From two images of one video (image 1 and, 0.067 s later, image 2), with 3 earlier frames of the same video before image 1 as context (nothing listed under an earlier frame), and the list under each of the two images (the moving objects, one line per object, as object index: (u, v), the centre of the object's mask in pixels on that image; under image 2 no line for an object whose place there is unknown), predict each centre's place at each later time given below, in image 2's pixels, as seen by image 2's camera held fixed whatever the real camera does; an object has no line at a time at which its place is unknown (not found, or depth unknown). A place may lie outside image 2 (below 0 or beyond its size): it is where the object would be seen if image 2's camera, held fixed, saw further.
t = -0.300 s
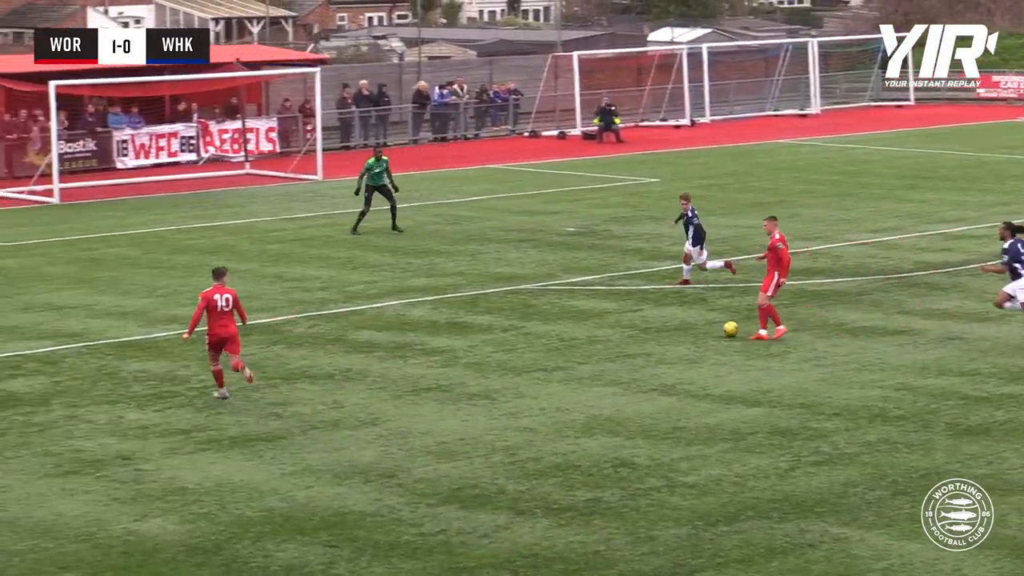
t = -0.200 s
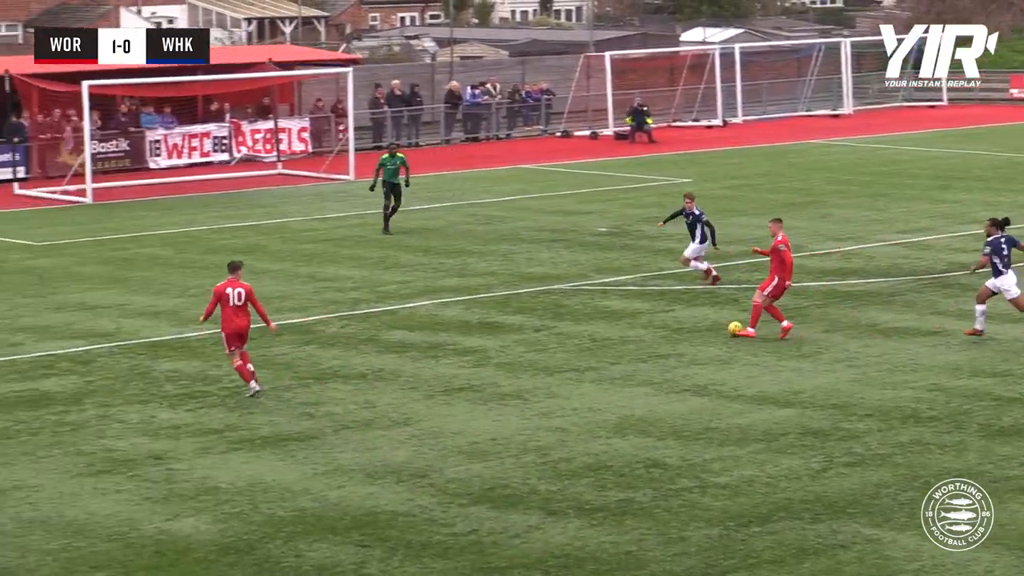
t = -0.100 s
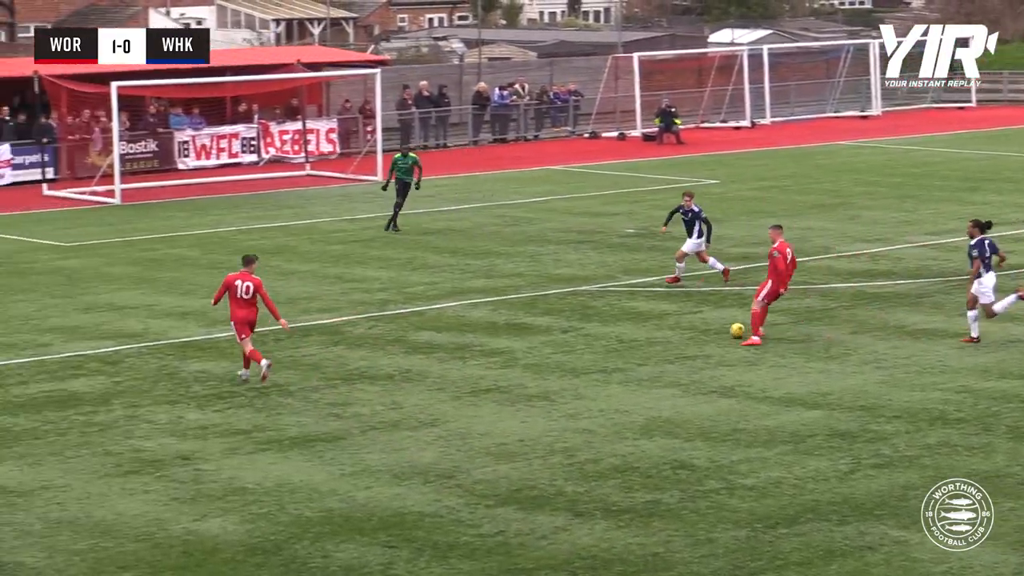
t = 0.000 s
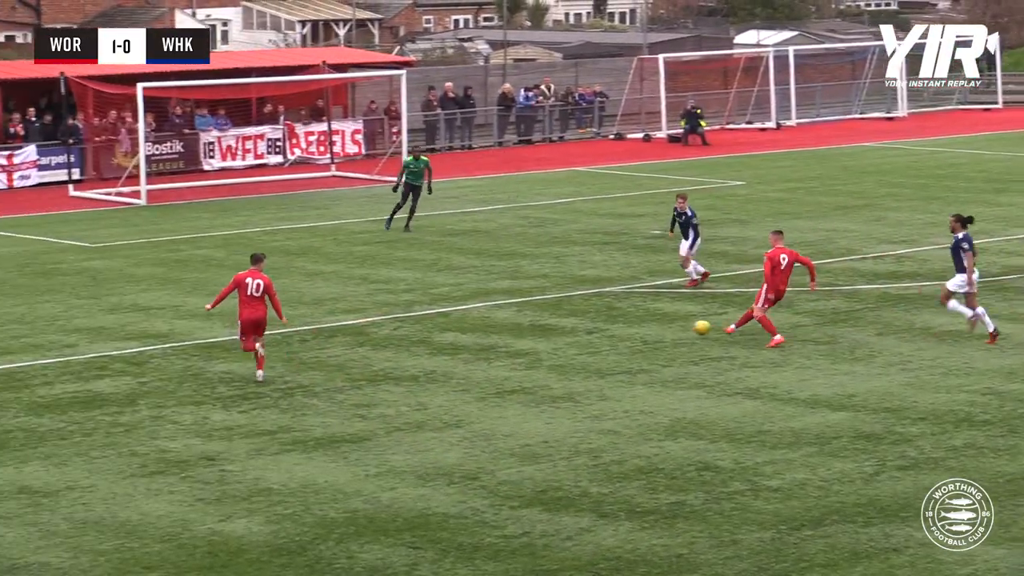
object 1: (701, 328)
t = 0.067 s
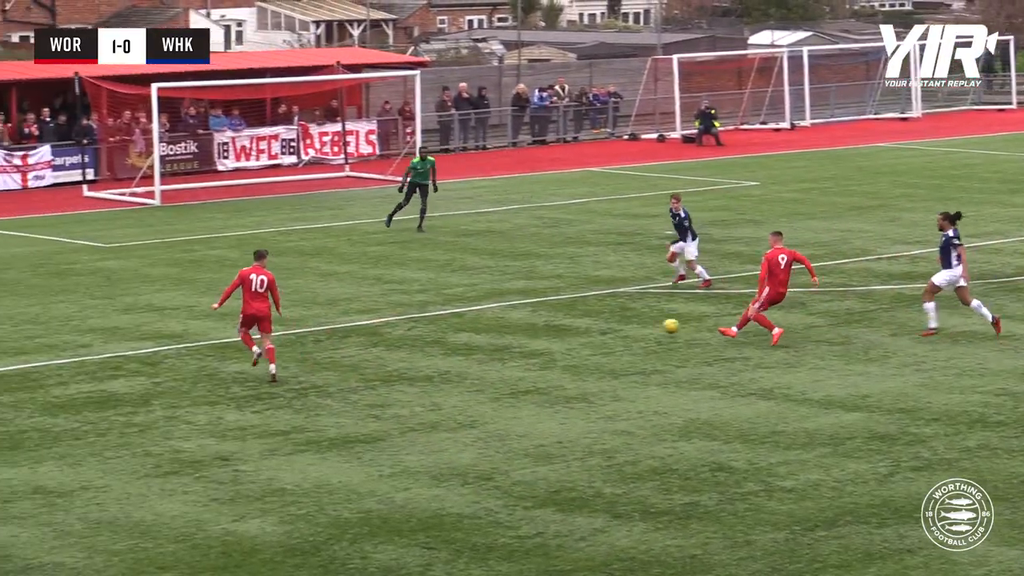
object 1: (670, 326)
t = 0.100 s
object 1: (642, 327)
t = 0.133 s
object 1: (615, 326)
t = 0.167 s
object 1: (603, 325)
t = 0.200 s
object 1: (578, 321)
